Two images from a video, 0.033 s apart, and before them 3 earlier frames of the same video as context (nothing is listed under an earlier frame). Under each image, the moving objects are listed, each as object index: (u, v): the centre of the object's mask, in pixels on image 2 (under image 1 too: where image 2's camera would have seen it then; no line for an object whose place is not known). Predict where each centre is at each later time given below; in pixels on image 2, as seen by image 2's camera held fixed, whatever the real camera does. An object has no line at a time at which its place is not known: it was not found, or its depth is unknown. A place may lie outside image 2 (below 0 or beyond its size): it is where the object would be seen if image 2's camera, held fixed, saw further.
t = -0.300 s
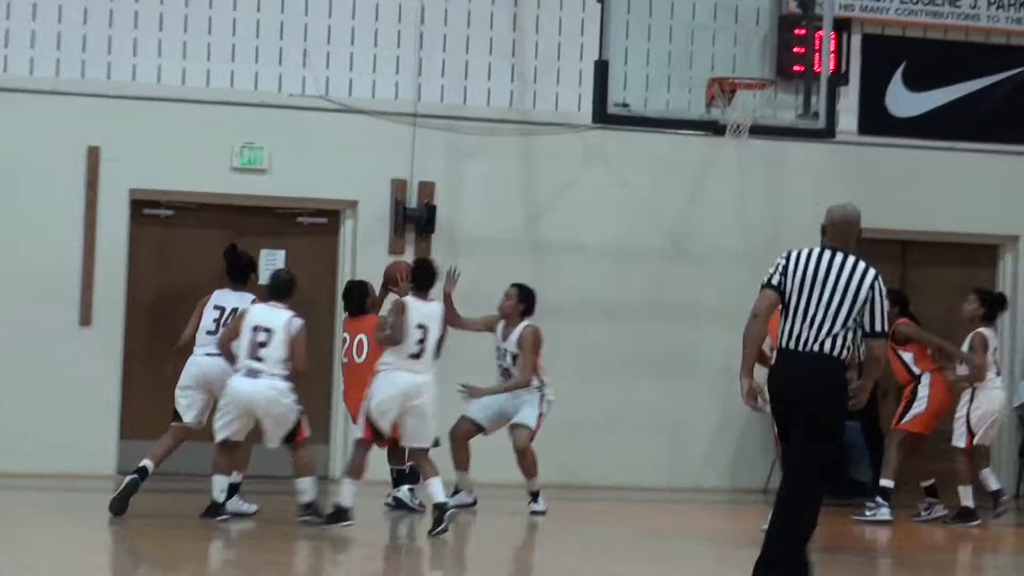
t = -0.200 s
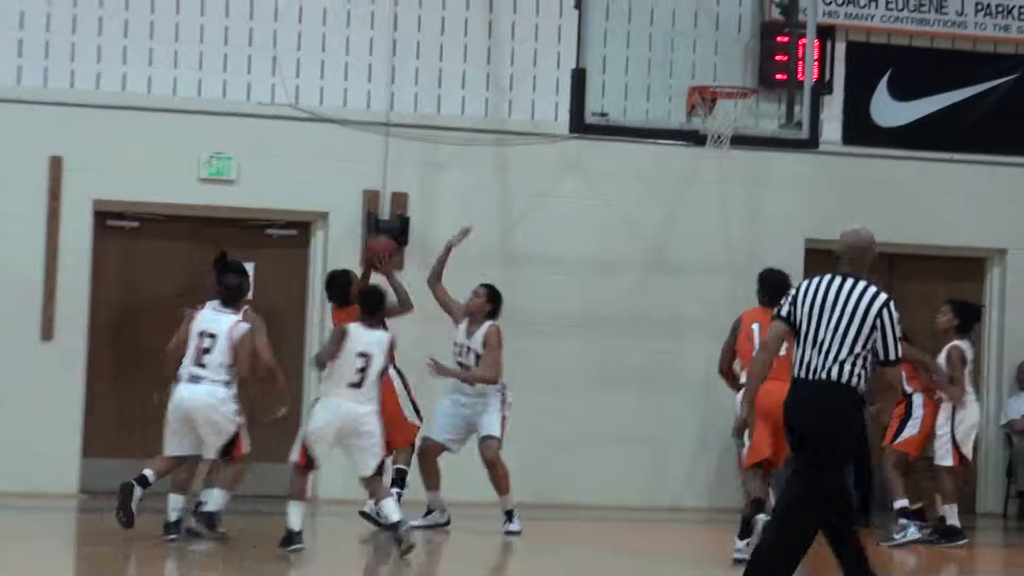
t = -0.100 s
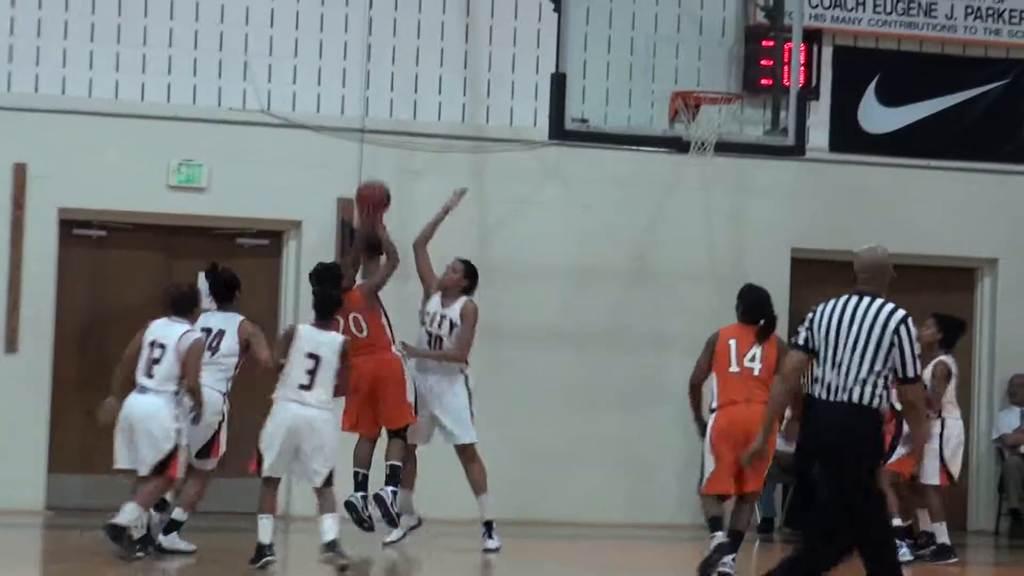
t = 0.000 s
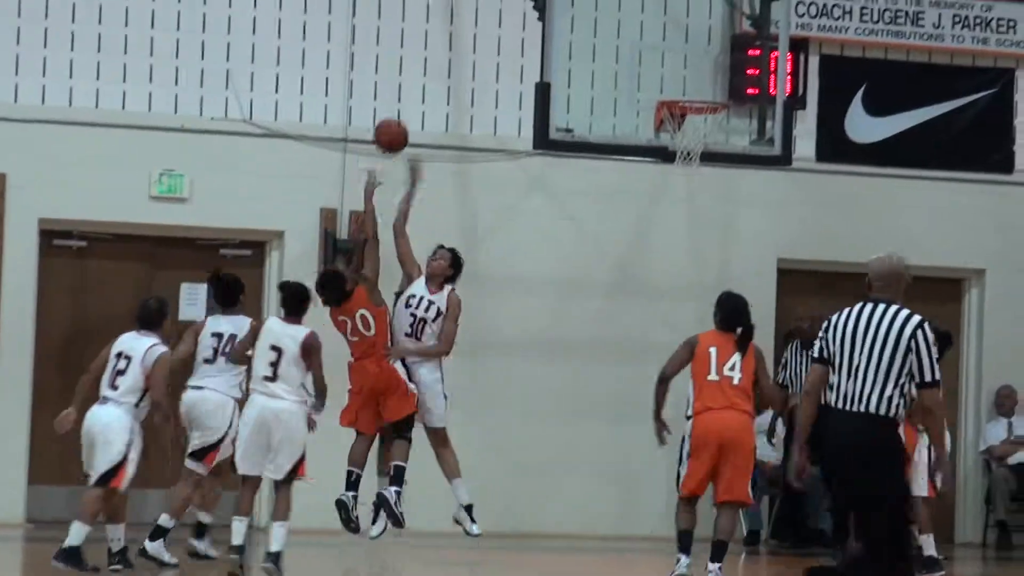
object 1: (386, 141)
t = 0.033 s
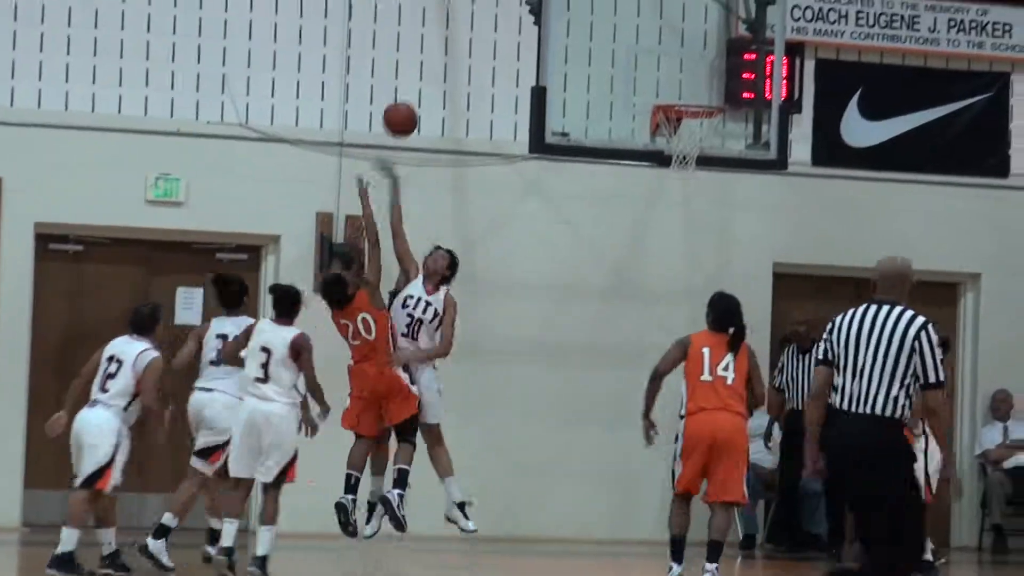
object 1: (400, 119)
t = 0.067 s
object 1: (414, 100)
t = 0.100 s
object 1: (428, 83)
